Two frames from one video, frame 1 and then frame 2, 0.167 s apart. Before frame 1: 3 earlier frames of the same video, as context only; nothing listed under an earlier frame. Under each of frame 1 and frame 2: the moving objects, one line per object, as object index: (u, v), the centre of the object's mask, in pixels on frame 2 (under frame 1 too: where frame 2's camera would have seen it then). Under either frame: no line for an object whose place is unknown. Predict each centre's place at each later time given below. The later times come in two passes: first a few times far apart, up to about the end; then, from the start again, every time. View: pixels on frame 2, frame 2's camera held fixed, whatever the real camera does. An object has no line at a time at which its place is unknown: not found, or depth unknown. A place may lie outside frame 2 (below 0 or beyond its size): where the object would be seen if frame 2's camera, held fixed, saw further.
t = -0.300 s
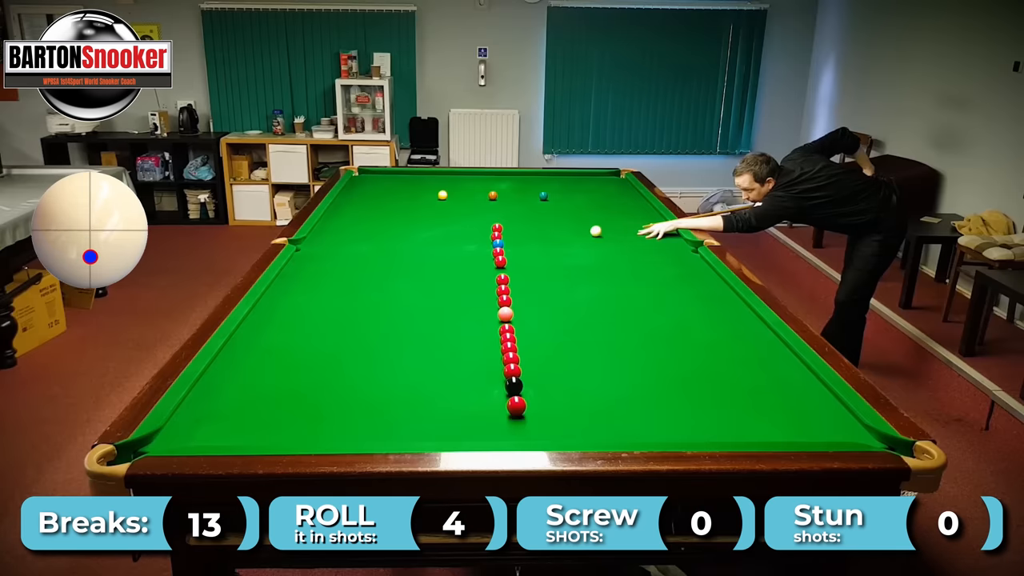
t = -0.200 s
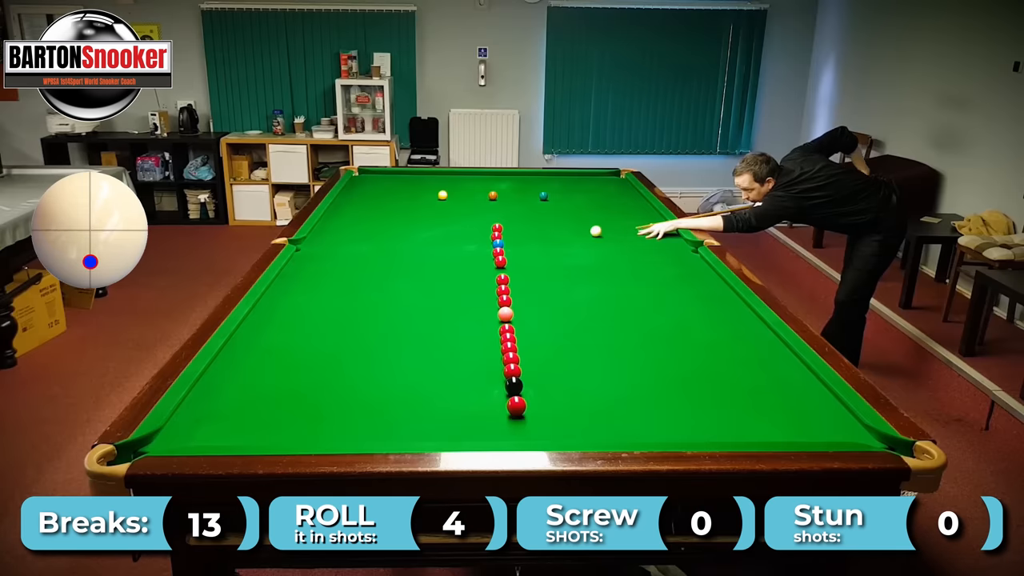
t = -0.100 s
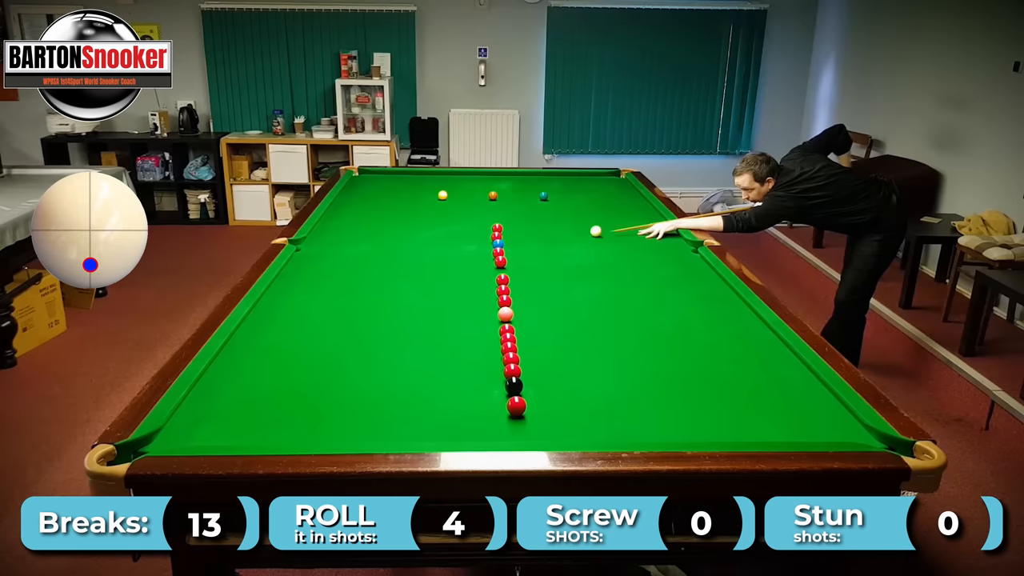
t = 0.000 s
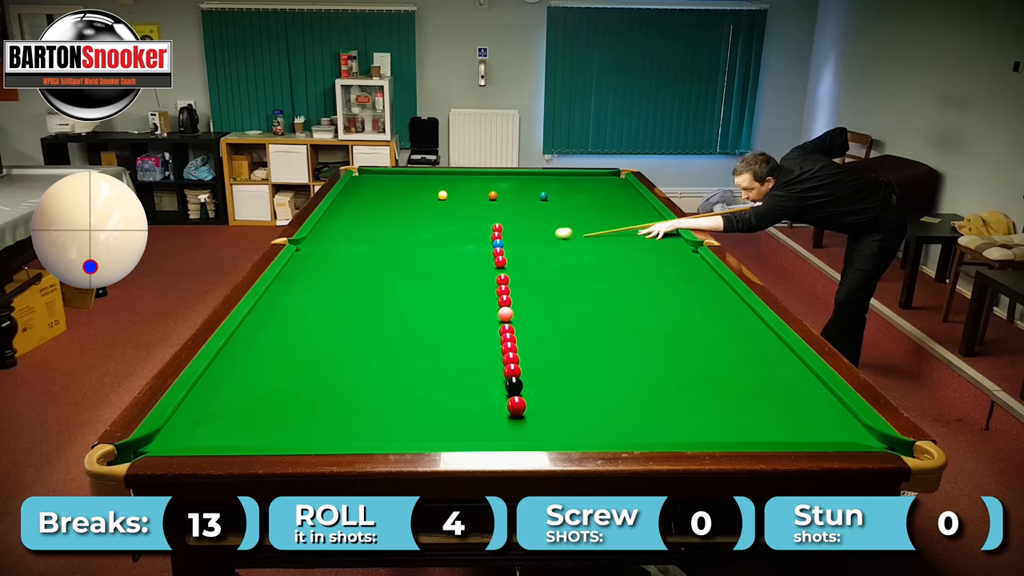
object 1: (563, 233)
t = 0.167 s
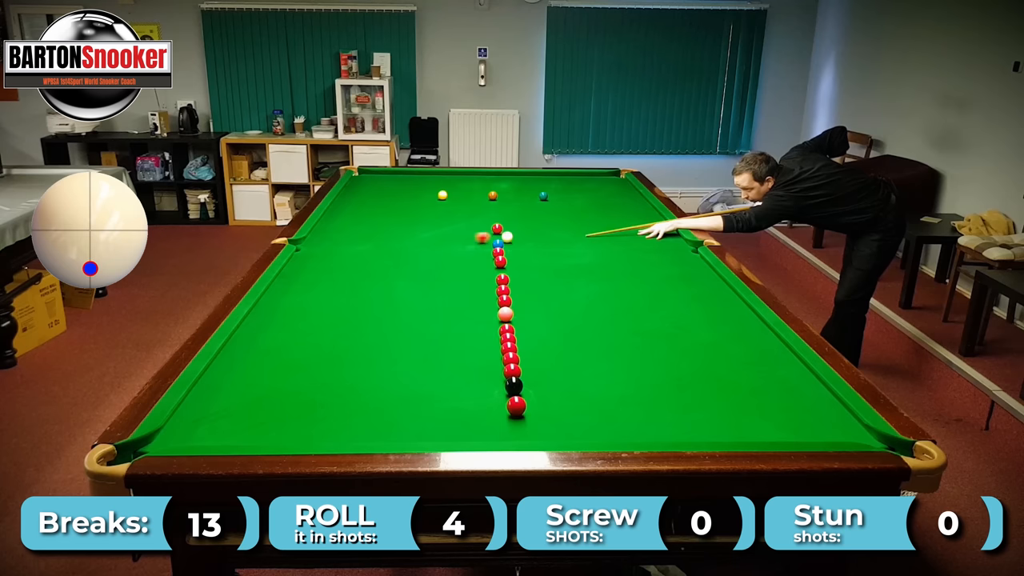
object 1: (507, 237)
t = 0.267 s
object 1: (510, 238)
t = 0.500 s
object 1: (522, 239)
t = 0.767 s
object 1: (535, 240)
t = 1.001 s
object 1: (545, 241)
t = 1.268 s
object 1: (555, 241)
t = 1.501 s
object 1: (563, 242)
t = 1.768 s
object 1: (570, 243)
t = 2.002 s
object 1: (575, 243)
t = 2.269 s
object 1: (580, 244)
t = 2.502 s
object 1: (582, 244)
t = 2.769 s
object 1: (583, 244)
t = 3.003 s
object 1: (583, 244)
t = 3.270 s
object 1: (583, 244)
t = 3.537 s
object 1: (583, 244)
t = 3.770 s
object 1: (583, 244)
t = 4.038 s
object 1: (582, 244)
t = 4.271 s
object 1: (582, 244)
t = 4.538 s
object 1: (582, 244)
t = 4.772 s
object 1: (583, 244)
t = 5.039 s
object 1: (583, 244)
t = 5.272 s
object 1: (583, 244)
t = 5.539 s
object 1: (583, 244)
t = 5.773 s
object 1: (582, 244)
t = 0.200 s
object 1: (508, 237)
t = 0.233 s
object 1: (508, 238)
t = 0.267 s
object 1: (510, 238)
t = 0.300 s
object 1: (512, 238)
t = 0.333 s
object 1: (513, 238)
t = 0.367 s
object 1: (515, 238)
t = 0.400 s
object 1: (517, 238)
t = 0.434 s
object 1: (519, 239)
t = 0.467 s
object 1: (520, 239)
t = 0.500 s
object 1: (522, 239)
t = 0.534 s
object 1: (524, 239)
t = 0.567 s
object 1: (525, 239)
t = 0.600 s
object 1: (527, 239)
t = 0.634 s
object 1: (529, 239)
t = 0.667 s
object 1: (530, 240)
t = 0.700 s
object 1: (532, 240)
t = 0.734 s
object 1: (533, 240)
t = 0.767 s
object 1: (535, 240)
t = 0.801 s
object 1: (537, 240)
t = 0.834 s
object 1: (538, 240)
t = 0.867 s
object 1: (539, 240)
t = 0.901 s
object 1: (541, 240)
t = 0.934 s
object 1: (542, 240)
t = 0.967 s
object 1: (544, 240)
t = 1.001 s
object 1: (545, 241)
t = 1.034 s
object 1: (546, 241)
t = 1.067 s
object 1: (548, 241)
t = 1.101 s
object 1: (549, 241)
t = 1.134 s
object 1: (550, 241)
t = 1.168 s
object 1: (552, 241)
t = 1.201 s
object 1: (553, 241)
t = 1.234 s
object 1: (554, 241)
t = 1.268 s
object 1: (555, 241)
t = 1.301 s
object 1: (556, 242)
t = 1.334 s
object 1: (558, 242)
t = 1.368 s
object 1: (559, 242)
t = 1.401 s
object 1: (560, 242)
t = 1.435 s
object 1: (561, 242)
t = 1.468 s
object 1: (562, 242)
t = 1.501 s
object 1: (563, 242)
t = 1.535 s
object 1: (564, 242)
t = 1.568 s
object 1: (565, 242)
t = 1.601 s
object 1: (566, 242)
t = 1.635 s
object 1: (567, 242)
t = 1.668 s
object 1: (568, 243)
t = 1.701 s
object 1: (569, 243)
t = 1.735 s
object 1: (569, 243)
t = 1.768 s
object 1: (570, 243)
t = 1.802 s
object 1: (571, 243)
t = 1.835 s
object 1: (572, 243)
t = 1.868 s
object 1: (573, 243)
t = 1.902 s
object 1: (573, 243)
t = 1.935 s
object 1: (574, 243)
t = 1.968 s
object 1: (575, 243)
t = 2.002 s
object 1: (575, 243)
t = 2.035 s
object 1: (576, 243)
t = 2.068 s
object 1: (576, 243)
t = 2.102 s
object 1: (577, 243)
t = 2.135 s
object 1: (578, 243)
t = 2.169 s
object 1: (578, 243)
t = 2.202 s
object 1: (579, 243)
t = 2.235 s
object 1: (579, 243)
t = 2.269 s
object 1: (580, 244)
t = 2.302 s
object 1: (580, 243)
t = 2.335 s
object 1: (580, 244)
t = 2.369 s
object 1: (581, 244)
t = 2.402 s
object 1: (581, 244)
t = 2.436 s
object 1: (581, 244)
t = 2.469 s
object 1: (582, 244)
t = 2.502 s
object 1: (582, 244)
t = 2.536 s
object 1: (582, 244)
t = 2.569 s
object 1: (582, 244)
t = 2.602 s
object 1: (583, 244)
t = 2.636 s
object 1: (583, 244)
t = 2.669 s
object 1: (583, 244)
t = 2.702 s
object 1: (583, 244)
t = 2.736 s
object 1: (583, 244)
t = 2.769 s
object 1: (583, 244)
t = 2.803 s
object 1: (583, 244)
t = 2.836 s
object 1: (583, 244)
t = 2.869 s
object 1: (583, 244)
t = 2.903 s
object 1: (583, 244)
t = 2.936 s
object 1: (583, 244)
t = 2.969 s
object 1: (583, 244)
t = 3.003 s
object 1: (583, 244)
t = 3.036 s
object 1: (582, 244)
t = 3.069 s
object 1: (582, 244)
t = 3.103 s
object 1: (582, 244)
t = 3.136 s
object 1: (582, 244)
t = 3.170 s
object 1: (583, 244)
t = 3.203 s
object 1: (583, 244)
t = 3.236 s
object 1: (583, 244)
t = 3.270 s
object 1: (583, 244)
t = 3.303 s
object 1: (583, 244)
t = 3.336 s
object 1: (583, 244)
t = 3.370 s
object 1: (583, 244)
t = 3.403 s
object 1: (583, 244)
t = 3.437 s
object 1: (583, 244)
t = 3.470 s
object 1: (583, 244)
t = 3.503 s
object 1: (583, 244)
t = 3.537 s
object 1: (583, 244)
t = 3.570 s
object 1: (583, 244)
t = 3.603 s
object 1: (583, 244)
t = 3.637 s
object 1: (583, 244)
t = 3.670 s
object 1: (583, 244)
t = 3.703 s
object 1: (583, 244)
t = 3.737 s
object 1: (583, 244)
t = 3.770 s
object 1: (583, 244)
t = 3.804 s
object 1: (583, 244)
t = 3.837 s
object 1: (583, 244)
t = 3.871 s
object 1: (582, 244)
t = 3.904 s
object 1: (582, 244)
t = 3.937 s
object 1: (582, 244)
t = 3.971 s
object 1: (583, 244)
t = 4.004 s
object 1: (582, 244)
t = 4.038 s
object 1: (582, 244)
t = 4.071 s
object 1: (582, 244)
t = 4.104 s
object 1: (582, 244)
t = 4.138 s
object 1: (582, 244)
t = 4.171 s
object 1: (582, 244)
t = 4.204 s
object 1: (582, 244)
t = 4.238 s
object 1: (582, 244)
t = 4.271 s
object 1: (582, 244)
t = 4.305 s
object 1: (582, 244)
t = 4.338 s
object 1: (582, 244)
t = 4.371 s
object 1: (582, 244)
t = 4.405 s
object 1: (583, 244)
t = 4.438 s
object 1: (583, 244)
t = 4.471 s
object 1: (582, 244)
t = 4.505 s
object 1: (582, 244)
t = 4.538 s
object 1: (582, 244)
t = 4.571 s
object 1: (582, 244)
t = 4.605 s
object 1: (583, 244)
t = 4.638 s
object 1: (583, 244)
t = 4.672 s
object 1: (583, 244)
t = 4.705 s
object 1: (583, 244)
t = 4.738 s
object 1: (583, 244)
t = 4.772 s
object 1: (583, 244)
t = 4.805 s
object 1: (583, 244)
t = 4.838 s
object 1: (583, 244)
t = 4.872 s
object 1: (583, 244)
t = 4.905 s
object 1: (583, 244)
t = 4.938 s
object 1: (583, 244)
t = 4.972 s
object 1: (583, 244)
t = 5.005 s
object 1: (583, 244)
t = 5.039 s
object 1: (583, 244)
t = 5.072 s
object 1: (583, 244)
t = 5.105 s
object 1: (583, 244)
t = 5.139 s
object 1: (583, 244)
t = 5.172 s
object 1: (583, 244)
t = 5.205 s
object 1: (583, 244)
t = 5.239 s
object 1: (583, 244)
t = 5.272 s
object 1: (583, 244)
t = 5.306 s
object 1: (583, 244)
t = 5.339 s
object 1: (583, 244)
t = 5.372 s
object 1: (583, 244)
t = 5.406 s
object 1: (583, 244)
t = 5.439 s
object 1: (583, 244)
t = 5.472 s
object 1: (583, 244)
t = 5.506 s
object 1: (583, 244)
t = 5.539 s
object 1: (583, 244)
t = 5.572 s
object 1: (583, 244)
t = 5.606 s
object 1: (583, 244)
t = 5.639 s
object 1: (583, 244)
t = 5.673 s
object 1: (582, 244)
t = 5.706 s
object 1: (582, 244)
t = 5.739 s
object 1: (582, 244)
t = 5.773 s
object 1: (582, 244)
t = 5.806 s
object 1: (582, 244)
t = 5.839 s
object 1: (582, 244)
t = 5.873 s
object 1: (582, 244)
